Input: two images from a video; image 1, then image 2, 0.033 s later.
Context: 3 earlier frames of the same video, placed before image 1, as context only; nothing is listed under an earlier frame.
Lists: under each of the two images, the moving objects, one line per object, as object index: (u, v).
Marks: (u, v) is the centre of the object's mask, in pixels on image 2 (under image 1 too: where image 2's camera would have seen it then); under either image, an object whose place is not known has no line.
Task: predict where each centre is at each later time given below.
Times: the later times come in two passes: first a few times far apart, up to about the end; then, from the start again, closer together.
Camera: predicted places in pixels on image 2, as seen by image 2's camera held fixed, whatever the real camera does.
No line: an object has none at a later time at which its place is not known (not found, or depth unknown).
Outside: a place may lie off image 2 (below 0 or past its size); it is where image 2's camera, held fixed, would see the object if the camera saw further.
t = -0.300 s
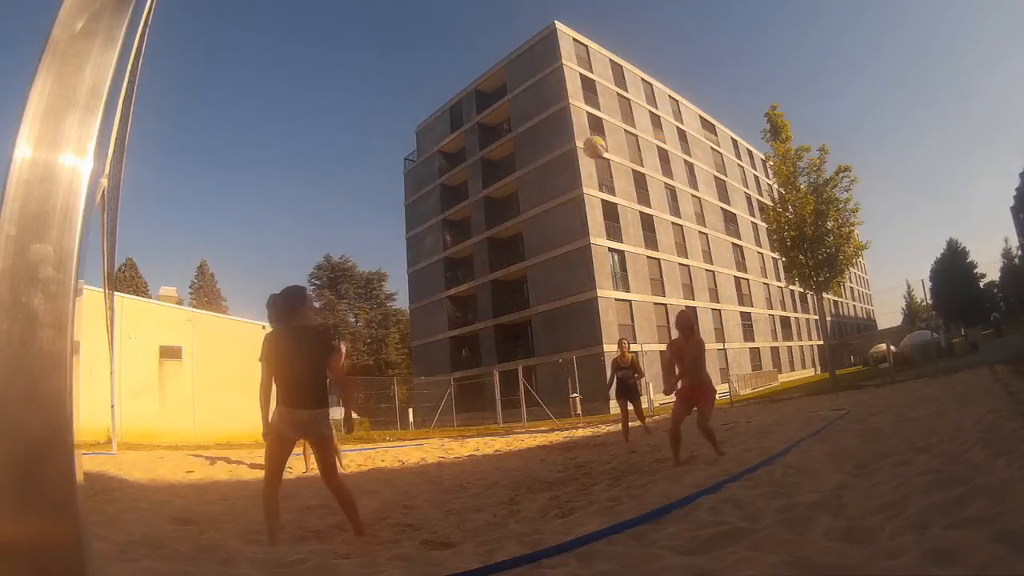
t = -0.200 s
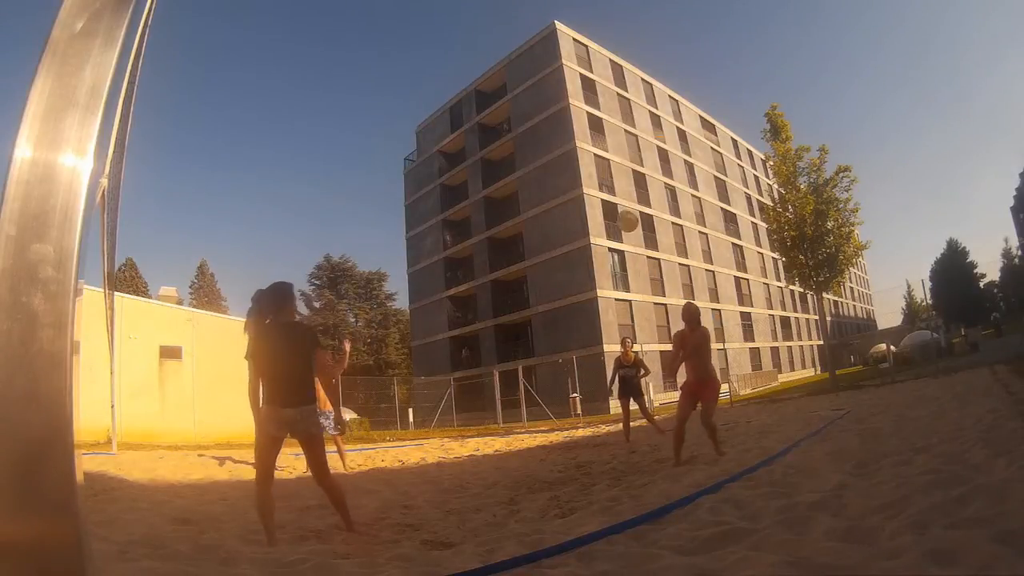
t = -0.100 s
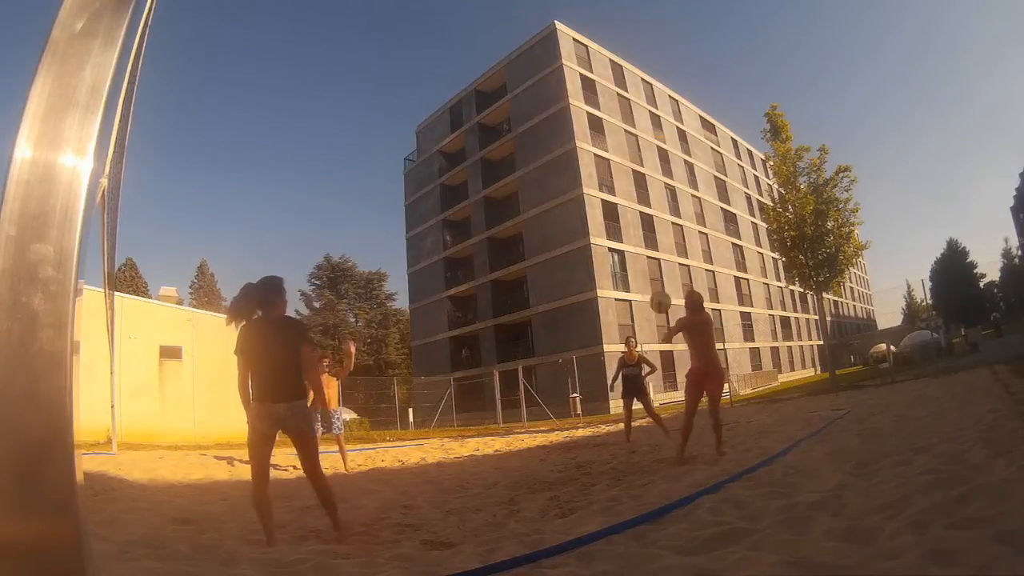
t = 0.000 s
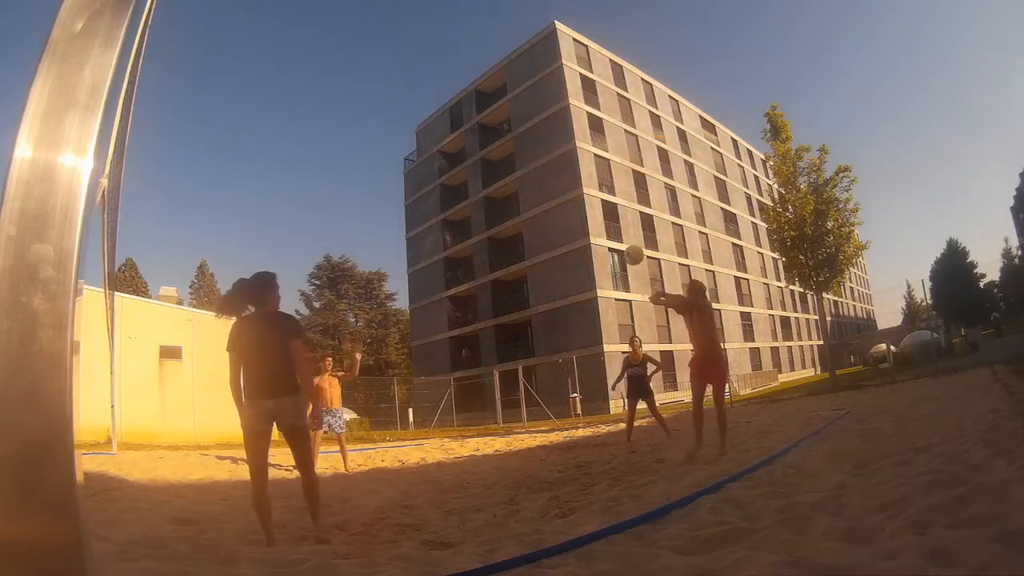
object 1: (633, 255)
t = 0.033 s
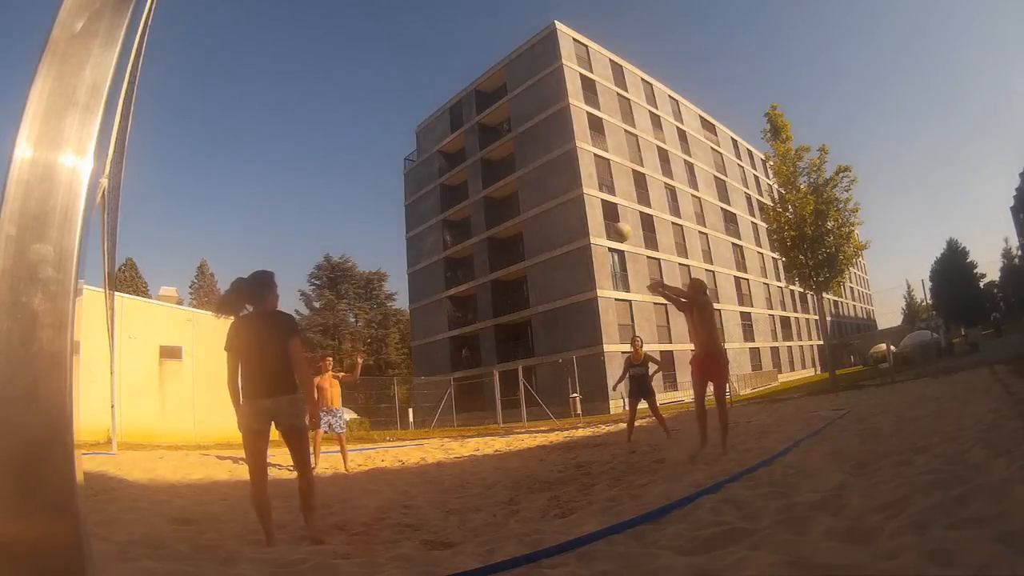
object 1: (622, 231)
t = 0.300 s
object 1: (540, 116)
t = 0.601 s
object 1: (483, 75)
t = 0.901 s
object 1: (444, 92)
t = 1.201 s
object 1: (416, 155)
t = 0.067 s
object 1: (609, 212)
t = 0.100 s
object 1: (598, 193)
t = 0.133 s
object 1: (586, 177)
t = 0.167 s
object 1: (576, 161)
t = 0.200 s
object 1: (567, 148)
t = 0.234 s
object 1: (557, 137)
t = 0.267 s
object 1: (549, 126)
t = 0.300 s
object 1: (540, 116)
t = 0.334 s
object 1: (532, 108)
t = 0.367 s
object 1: (525, 101)
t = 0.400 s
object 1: (519, 95)
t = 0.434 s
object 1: (511, 89)
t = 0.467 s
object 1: (505, 86)
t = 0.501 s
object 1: (499, 82)
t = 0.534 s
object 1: (494, 79)
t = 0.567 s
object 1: (489, 77)
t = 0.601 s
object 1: (483, 75)
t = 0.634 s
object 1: (478, 75)
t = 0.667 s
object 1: (474, 75)
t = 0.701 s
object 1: (468, 76)
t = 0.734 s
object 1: (464, 77)
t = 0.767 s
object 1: (460, 79)
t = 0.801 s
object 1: (456, 81)
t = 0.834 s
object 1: (452, 85)
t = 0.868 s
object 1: (448, 88)
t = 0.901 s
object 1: (444, 92)
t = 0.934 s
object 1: (441, 97)
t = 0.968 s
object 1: (438, 102)
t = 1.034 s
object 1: (431, 115)
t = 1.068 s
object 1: (427, 122)
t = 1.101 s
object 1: (424, 129)
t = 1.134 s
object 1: (422, 137)
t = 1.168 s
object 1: (419, 146)
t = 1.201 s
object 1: (416, 155)
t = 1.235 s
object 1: (414, 165)
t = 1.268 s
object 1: (411, 176)
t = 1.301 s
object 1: (409, 187)
